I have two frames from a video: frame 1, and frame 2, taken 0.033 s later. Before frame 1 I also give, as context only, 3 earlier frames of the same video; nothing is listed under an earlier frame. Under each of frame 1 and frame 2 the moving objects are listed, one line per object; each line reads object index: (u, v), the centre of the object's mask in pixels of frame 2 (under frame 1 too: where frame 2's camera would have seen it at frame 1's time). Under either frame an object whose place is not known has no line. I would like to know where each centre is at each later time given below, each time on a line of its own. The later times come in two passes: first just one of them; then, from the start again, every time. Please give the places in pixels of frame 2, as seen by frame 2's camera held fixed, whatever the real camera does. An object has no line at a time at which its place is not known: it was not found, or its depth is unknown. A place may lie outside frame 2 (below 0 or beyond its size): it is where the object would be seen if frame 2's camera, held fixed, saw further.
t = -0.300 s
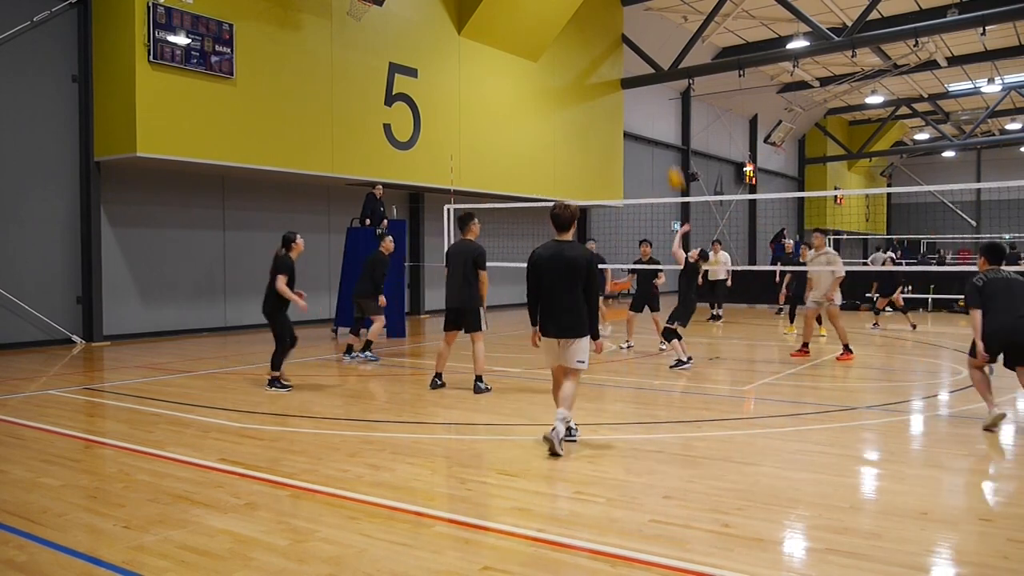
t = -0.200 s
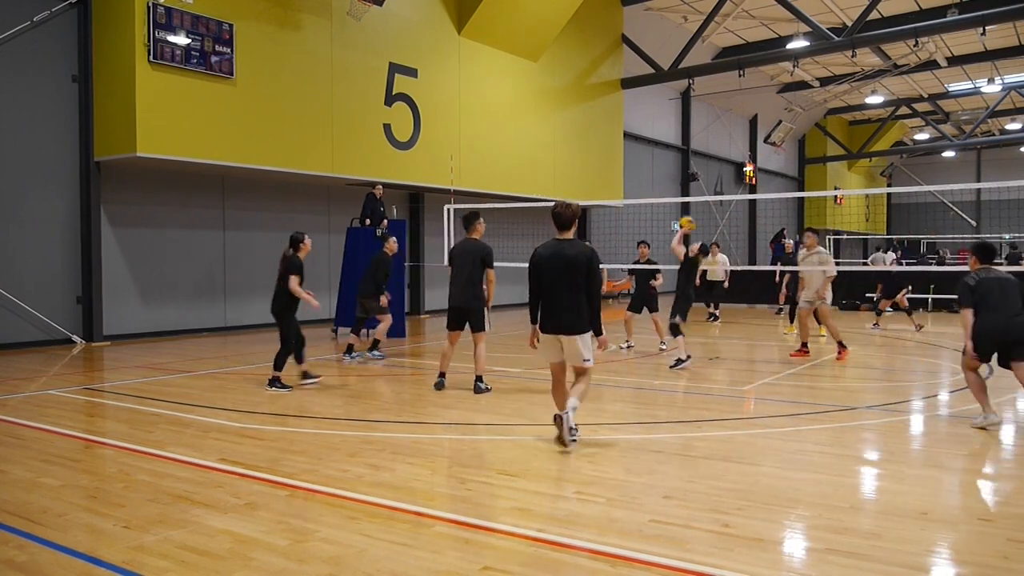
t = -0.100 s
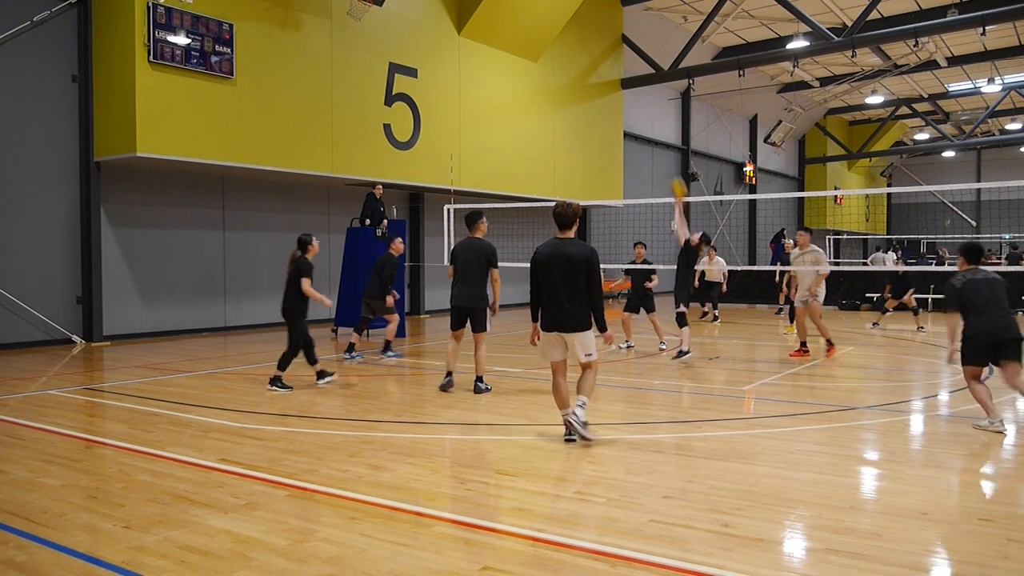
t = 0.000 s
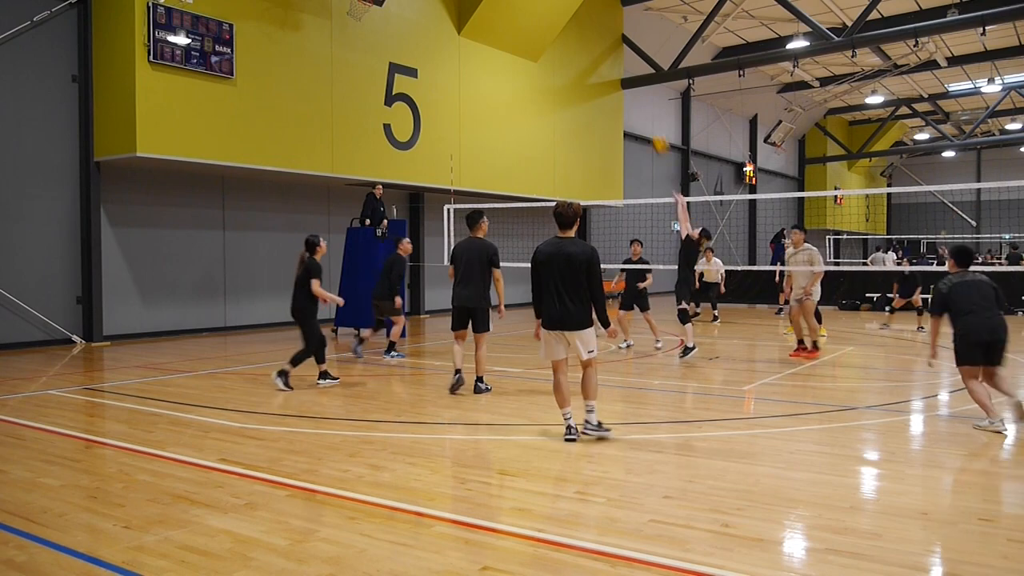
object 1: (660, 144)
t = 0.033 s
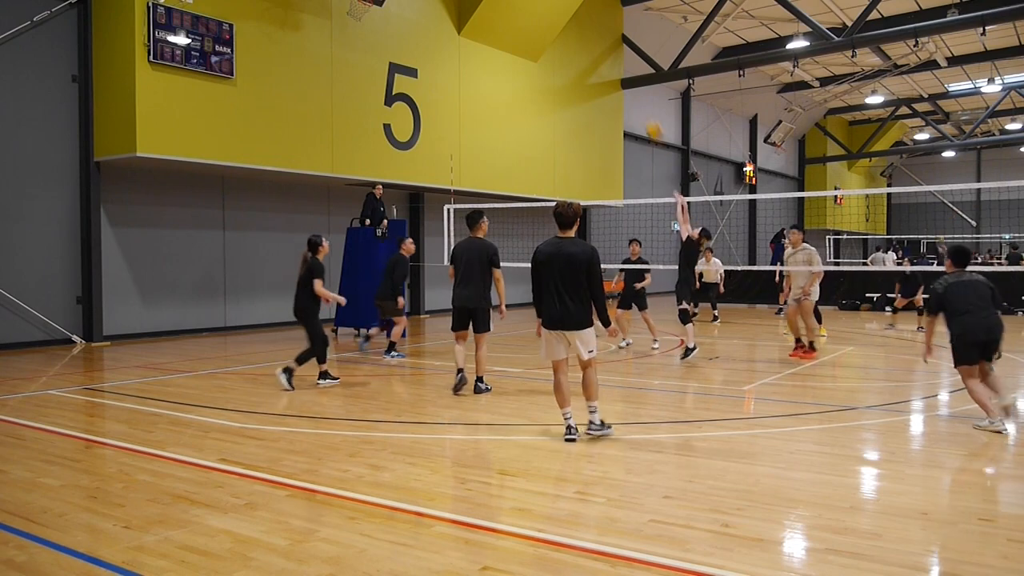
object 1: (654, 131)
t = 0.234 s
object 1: (617, 71)
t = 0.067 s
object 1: (648, 118)
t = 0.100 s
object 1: (641, 107)
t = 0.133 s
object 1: (636, 96)
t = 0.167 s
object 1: (630, 87)
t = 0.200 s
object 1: (624, 79)
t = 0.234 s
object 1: (617, 71)
